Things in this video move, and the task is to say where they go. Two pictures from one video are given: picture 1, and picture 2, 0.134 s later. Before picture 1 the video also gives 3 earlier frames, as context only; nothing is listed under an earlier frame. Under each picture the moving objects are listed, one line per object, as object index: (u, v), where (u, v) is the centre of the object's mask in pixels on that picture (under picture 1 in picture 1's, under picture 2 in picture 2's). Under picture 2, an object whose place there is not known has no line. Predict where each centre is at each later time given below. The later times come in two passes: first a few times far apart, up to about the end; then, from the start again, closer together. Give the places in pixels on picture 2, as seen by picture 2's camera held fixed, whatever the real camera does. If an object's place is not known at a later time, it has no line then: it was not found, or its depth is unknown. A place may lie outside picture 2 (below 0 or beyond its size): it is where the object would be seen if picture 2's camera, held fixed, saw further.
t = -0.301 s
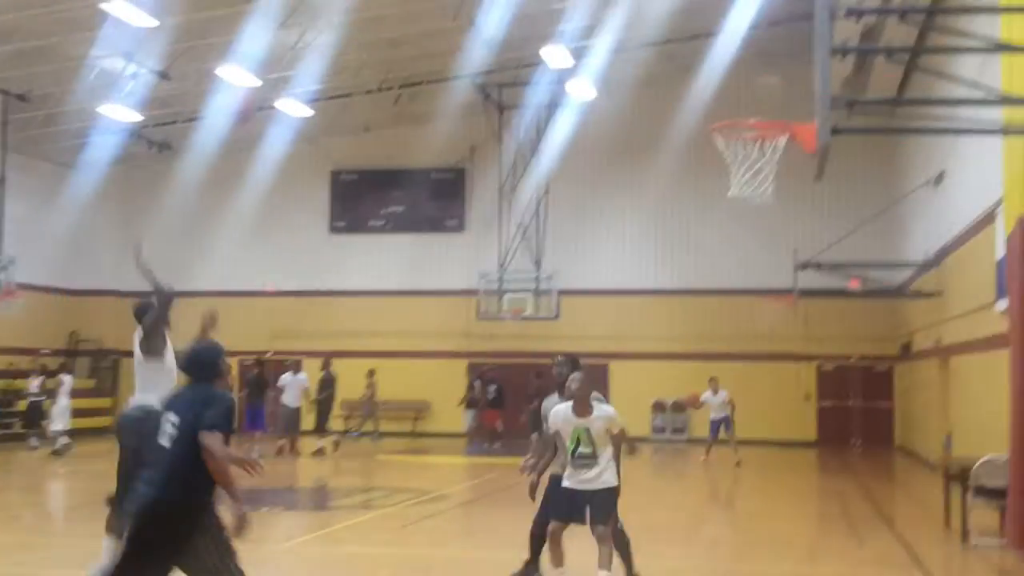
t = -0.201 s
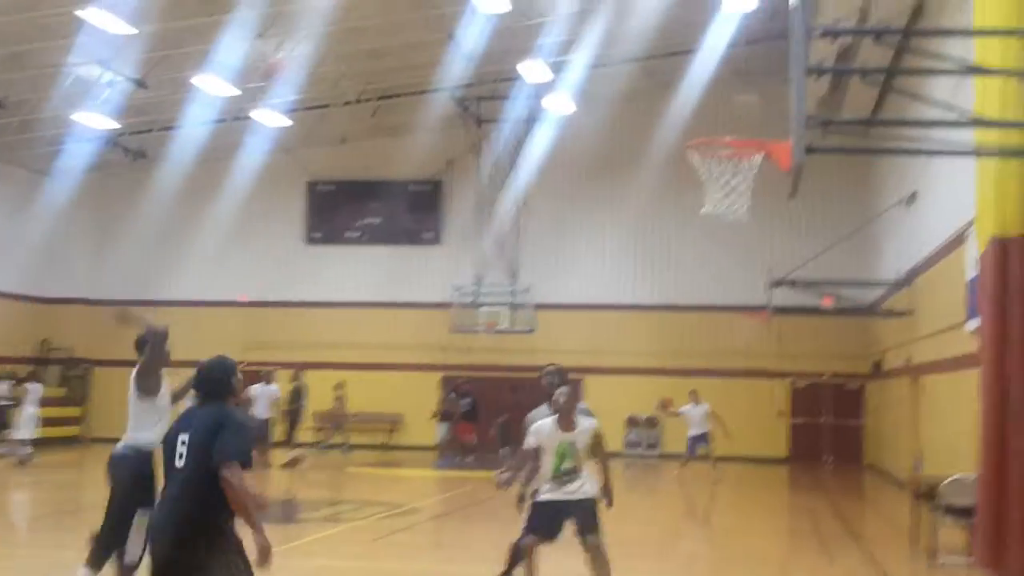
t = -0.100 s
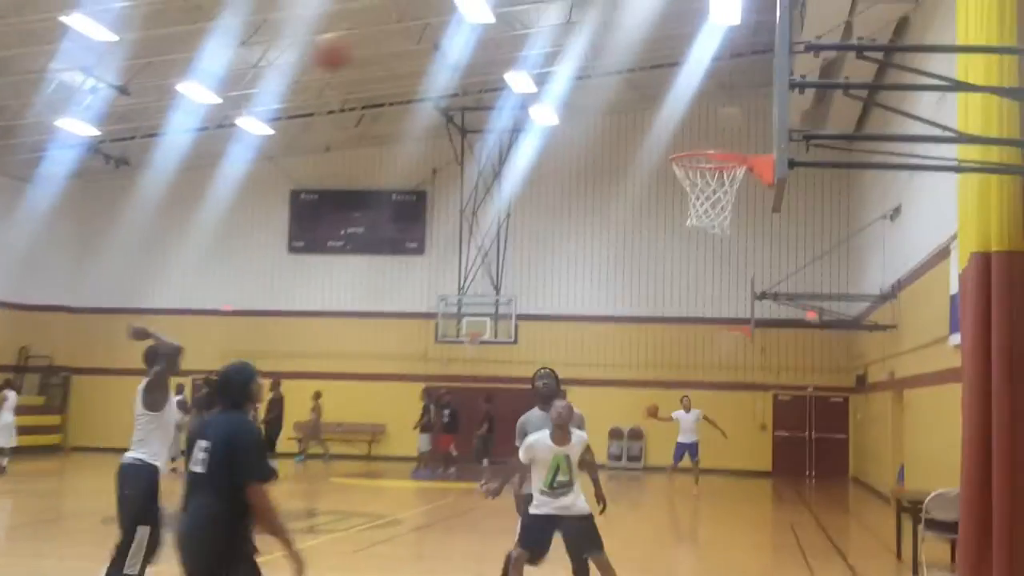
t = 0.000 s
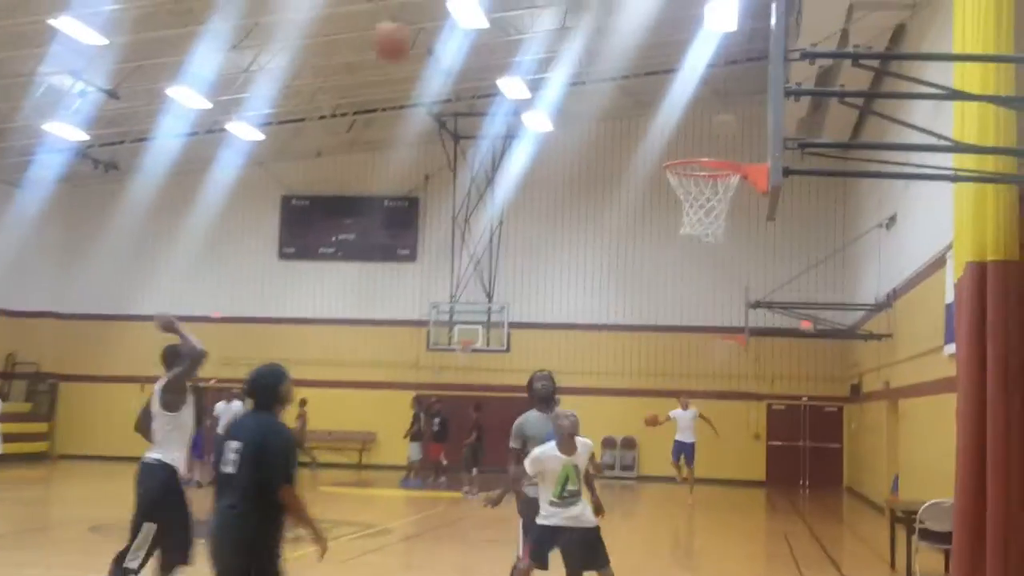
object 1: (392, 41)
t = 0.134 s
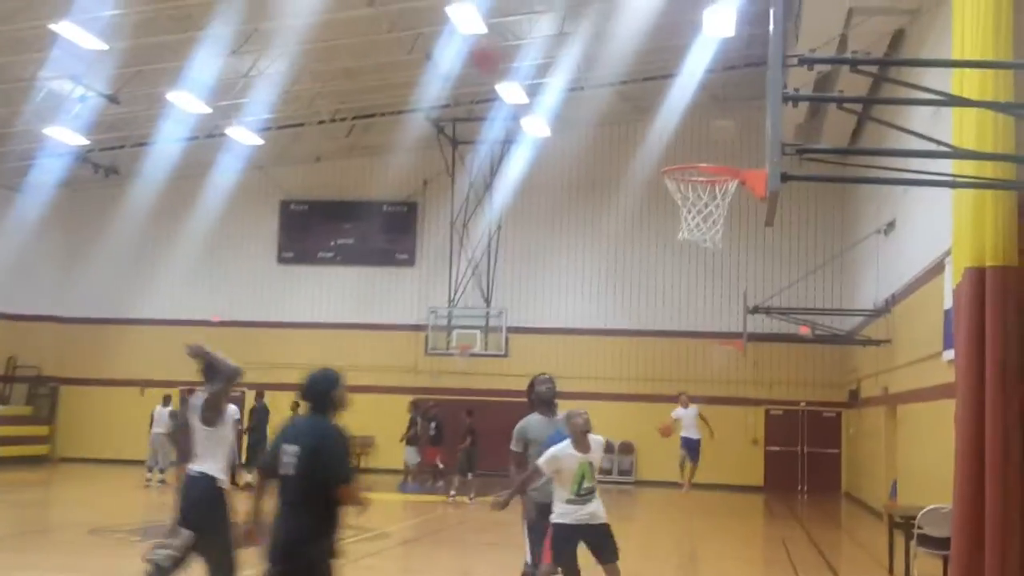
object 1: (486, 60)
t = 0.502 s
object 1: (720, 151)
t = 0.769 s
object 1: (691, 121)
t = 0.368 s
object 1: (636, 120)
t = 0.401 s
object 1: (672, 151)
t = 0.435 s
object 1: (687, 153)
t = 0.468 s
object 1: (703, 152)
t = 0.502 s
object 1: (720, 151)
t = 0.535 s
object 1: (735, 151)
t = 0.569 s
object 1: (748, 147)
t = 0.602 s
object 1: (740, 138)
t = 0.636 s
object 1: (730, 132)
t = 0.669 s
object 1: (716, 127)
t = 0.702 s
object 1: (705, 124)
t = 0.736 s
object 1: (699, 120)
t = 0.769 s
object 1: (691, 121)
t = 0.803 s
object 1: (684, 126)
